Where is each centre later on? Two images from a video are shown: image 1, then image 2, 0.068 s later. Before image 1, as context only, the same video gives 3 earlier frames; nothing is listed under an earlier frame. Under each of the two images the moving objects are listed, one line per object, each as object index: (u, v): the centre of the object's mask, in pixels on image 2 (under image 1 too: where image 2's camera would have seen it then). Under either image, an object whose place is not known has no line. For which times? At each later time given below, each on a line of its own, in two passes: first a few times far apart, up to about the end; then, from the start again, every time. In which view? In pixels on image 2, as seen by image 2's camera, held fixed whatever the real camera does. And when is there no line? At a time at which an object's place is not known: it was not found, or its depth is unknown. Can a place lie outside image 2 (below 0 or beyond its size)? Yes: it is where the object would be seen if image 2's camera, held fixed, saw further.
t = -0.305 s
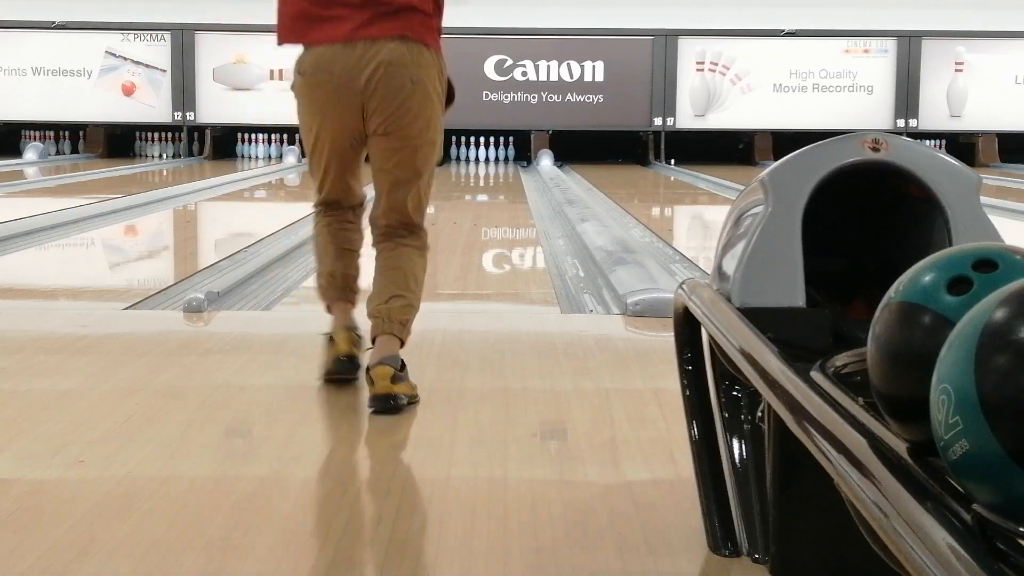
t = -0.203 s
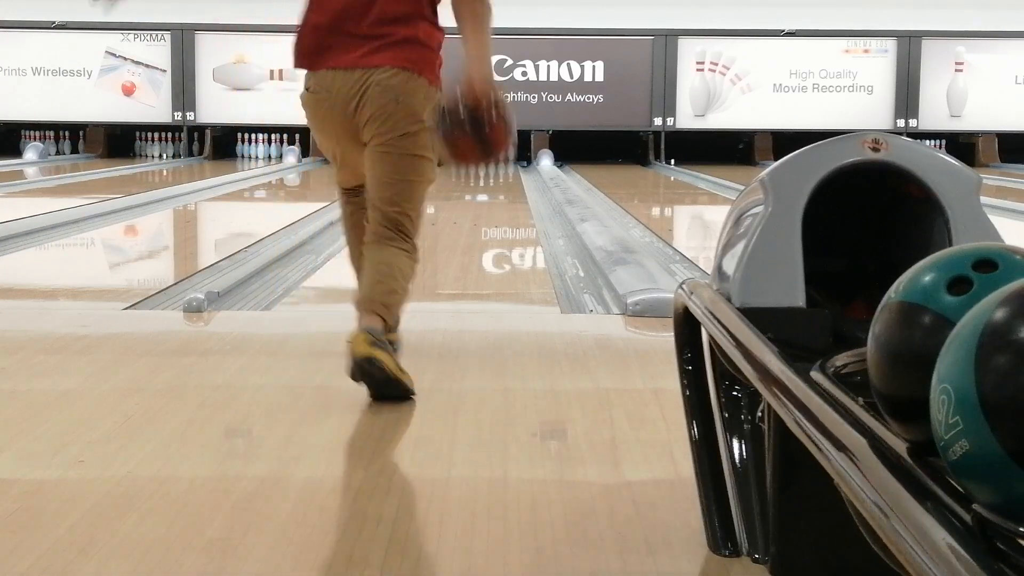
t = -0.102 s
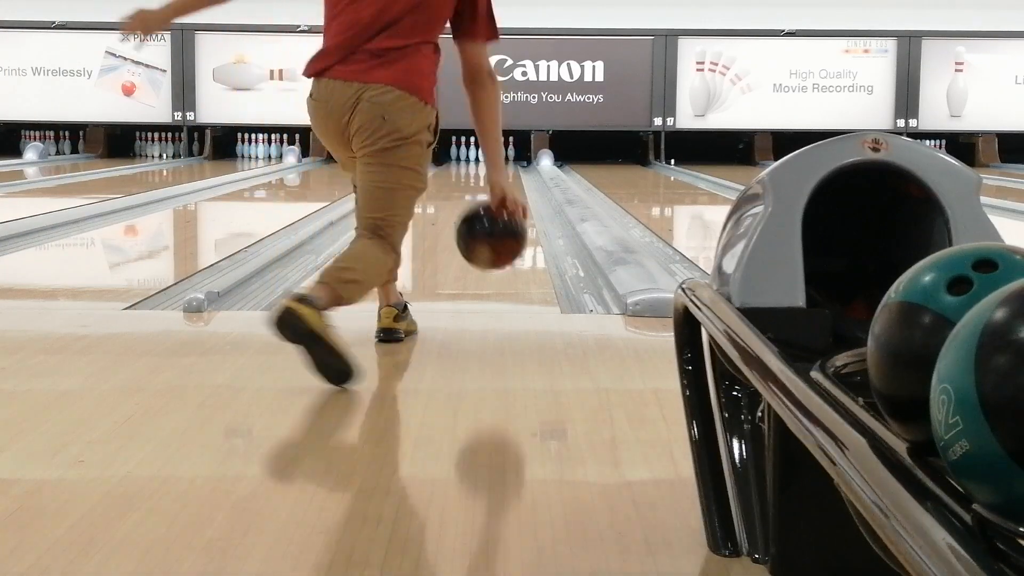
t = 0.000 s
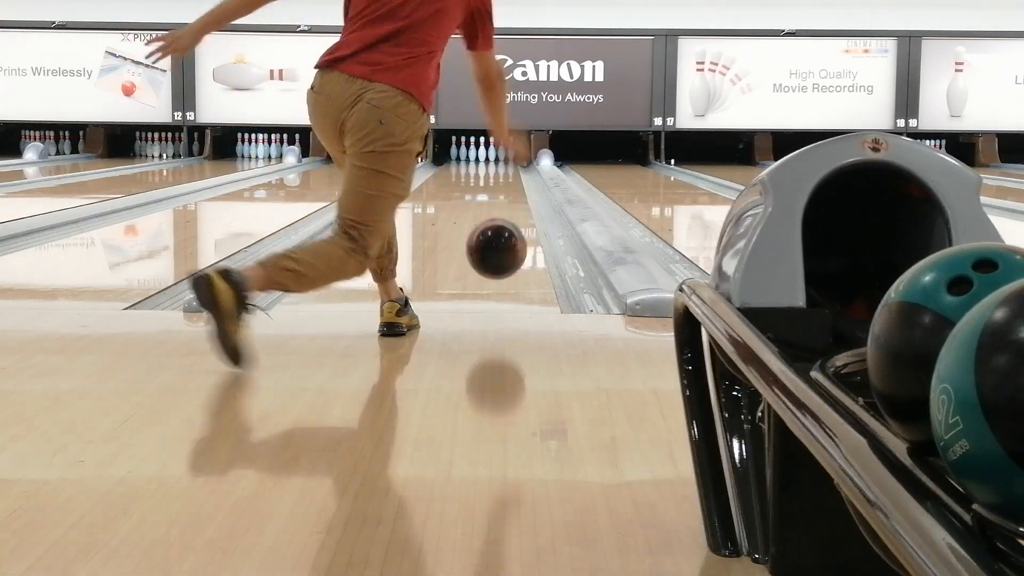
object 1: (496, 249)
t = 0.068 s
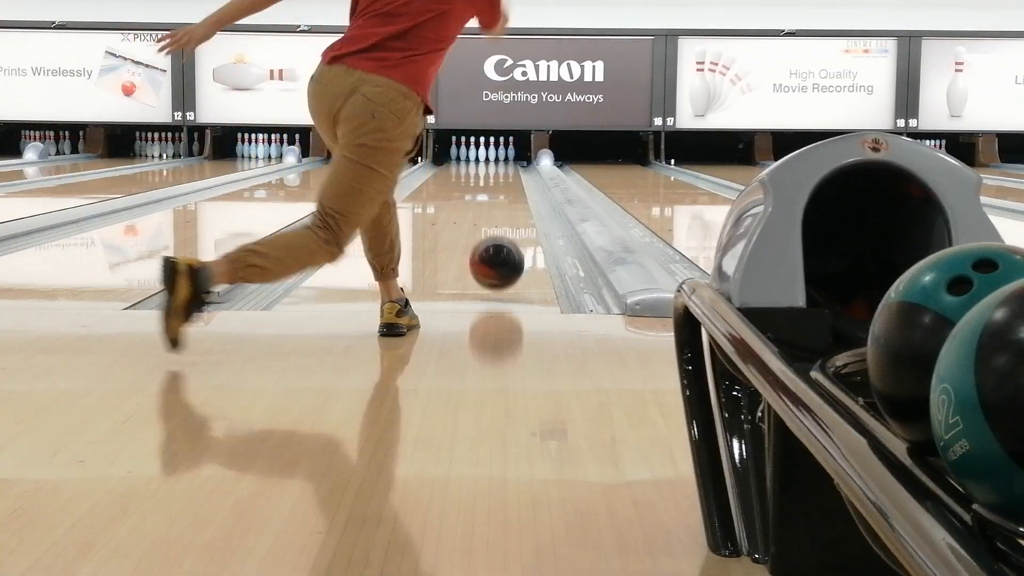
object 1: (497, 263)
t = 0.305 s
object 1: (498, 234)
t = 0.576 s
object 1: (499, 210)
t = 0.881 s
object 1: (499, 191)
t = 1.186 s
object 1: (498, 179)
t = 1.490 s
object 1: (496, 170)
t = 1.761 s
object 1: (495, 164)
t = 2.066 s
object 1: (493, 160)
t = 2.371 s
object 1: (486, 155)
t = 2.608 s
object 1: (483, 154)
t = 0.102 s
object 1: (497, 264)
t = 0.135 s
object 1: (497, 256)
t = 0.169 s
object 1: (497, 250)
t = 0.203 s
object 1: (497, 247)
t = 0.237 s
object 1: (498, 242)
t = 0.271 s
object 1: (498, 238)
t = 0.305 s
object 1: (498, 234)
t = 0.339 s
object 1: (499, 231)
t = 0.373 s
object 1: (498, 227)
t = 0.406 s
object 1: (498, 224)
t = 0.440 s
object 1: (498, 221)
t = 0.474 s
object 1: (498, 217)
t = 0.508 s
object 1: (498, 214)
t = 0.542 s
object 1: (498, 212)
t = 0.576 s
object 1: (499, 210)
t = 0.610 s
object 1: (499, 208)
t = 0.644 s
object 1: (499, 205)
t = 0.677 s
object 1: (499, 202)
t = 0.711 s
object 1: (499, 200)
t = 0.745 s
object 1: (499, 198)
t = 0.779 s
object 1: (499, 197)
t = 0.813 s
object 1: (499, 194)
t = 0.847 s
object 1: (499, 193)
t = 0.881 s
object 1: (499, 191)
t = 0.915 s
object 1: (498, 190)
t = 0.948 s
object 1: (499, 188)
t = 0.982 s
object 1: (498, 187)
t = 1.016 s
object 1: (498, 185)
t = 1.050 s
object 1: (498, 184)
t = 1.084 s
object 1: (498, 182)
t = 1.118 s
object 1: (498, 181)
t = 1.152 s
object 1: (498, 179)
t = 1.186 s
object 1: (498, 179)
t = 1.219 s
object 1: (498, 177)
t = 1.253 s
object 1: (498, 177)
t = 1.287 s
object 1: (498, 175)
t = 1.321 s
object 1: (498, 174)
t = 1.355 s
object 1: (497, 173)
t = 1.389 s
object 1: (497, 172)
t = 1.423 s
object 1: (497, 172)
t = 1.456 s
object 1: (497, 170)
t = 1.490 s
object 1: (496, 170)
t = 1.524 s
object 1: (497, 169)
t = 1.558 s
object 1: (496, 168)
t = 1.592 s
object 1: (496, 168)
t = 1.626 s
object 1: (496, 167)
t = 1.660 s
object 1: (496, 166)
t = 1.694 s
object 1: (496, 166)
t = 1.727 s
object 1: (496, 165)
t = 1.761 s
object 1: (495, 164)
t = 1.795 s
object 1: (495, 164)
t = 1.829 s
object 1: (495, 163)
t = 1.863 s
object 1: (495, 162)
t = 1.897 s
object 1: (494, 162)
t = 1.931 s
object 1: (494, 161)
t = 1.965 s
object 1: (494, 161)
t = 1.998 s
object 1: (493, 160)
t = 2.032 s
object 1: (493, 160)
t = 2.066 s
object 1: (493, 160)
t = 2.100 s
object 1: (492, 159)
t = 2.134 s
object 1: (491, 159)
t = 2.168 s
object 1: (491, 158)
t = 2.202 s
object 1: (491, 158)
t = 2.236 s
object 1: (490, 158)
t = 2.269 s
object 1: (489, 157)
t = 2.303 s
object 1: (488, 156)
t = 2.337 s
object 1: (488, 156)
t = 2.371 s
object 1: (486, 155)
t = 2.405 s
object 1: (485, 155)
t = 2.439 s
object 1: (486, 155)
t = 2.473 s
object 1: (486, 154)
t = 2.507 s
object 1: (485, 155)
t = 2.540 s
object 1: (484, 154)
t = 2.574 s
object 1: (483, 154)
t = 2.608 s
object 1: (483, 154)
